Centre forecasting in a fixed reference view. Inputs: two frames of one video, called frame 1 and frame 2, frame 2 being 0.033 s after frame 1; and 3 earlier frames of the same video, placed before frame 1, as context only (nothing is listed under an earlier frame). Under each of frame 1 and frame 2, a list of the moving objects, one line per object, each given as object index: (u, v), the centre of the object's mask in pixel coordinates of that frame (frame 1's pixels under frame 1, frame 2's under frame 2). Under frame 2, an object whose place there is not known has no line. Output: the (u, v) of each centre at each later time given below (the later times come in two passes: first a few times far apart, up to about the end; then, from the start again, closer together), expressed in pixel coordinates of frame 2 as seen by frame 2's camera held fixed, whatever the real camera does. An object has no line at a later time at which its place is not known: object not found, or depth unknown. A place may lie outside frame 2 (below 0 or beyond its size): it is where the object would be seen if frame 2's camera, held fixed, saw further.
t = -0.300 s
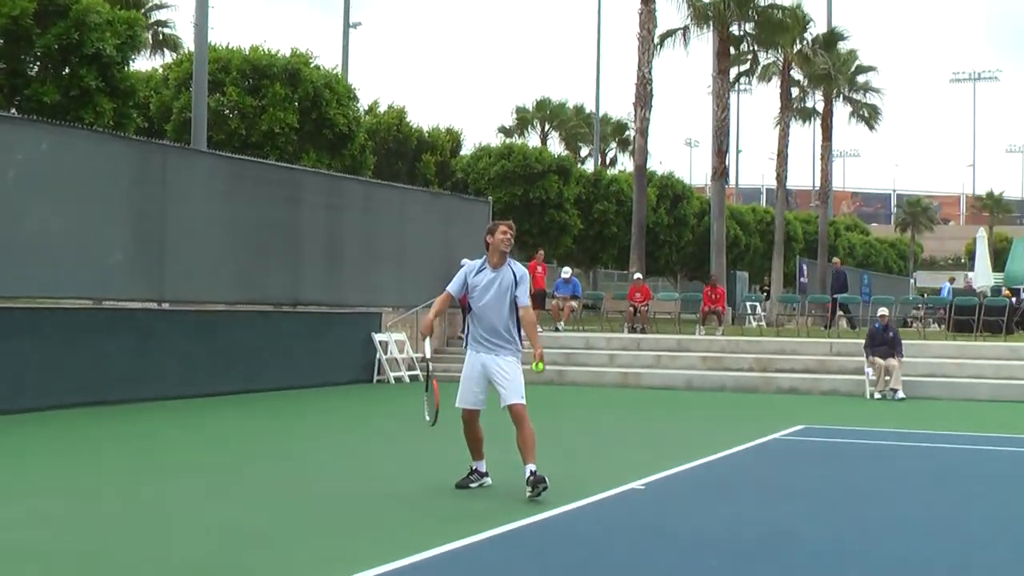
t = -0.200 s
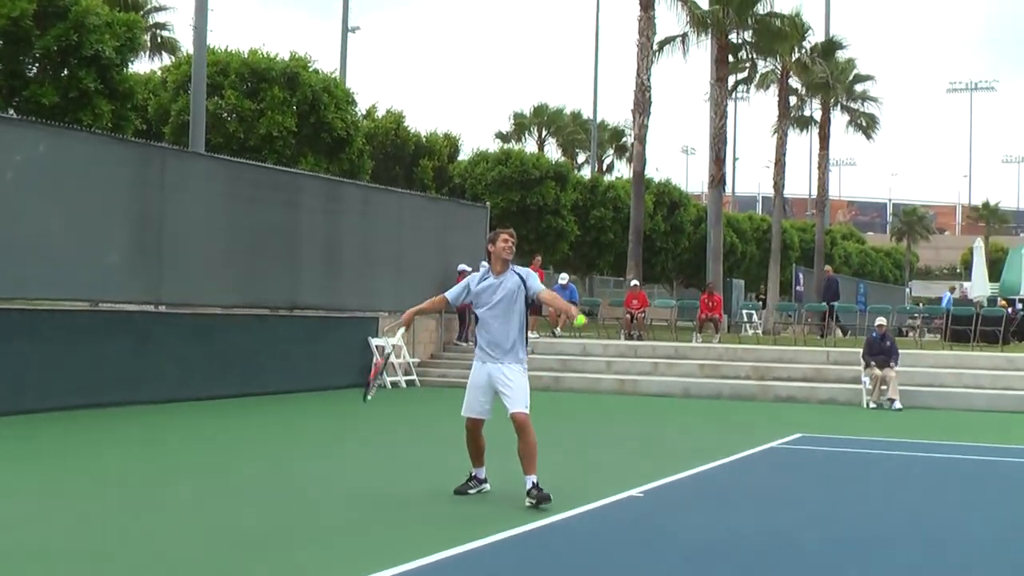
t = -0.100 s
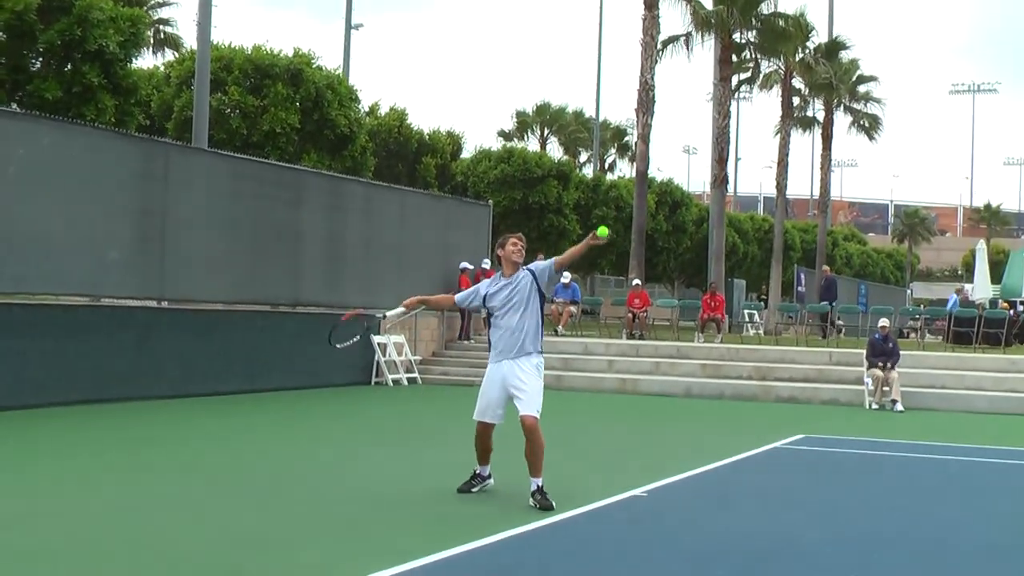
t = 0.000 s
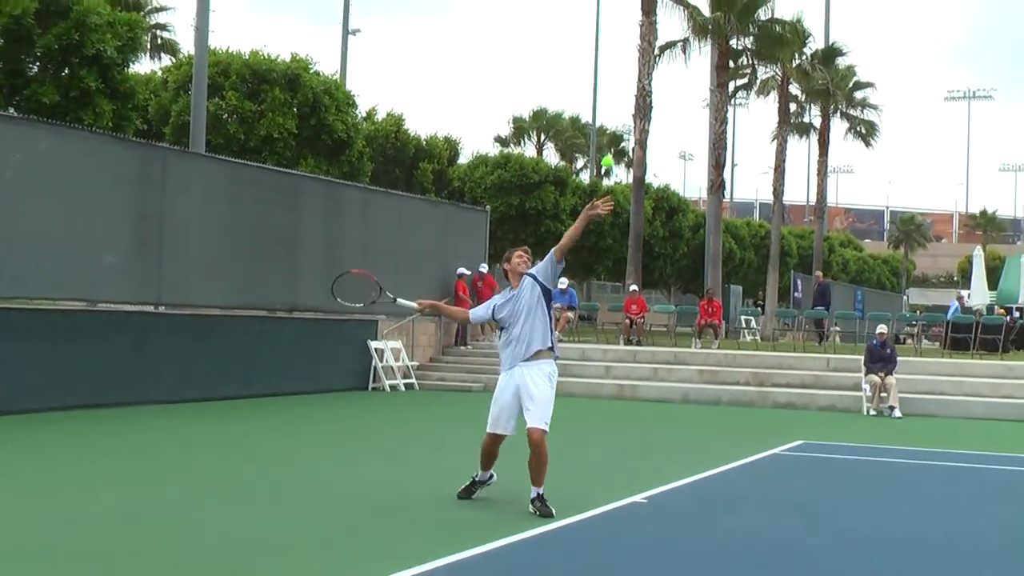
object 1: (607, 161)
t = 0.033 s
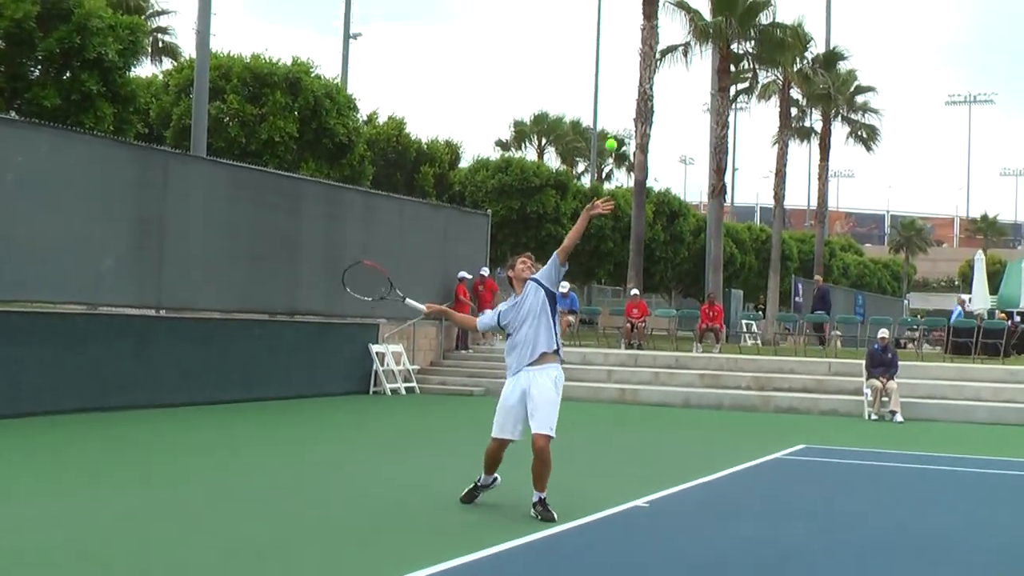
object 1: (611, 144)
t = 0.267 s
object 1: (626, 43)
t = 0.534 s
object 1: (637, 30)
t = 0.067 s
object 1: (613, 125)
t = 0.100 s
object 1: (616, 107)
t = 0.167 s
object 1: (620, 76)
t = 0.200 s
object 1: (622, 64)
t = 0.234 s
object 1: (624, 53)
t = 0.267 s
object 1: (626, 43)
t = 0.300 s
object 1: (627, 36)
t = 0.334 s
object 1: (629, 30)
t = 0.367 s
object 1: (630, 26)
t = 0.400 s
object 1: (632, 23)
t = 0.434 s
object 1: (633, 23)
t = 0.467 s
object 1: (635, 23)
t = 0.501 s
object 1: (636, 26)
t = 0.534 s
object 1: (637, 30)
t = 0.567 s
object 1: (638, 35)
